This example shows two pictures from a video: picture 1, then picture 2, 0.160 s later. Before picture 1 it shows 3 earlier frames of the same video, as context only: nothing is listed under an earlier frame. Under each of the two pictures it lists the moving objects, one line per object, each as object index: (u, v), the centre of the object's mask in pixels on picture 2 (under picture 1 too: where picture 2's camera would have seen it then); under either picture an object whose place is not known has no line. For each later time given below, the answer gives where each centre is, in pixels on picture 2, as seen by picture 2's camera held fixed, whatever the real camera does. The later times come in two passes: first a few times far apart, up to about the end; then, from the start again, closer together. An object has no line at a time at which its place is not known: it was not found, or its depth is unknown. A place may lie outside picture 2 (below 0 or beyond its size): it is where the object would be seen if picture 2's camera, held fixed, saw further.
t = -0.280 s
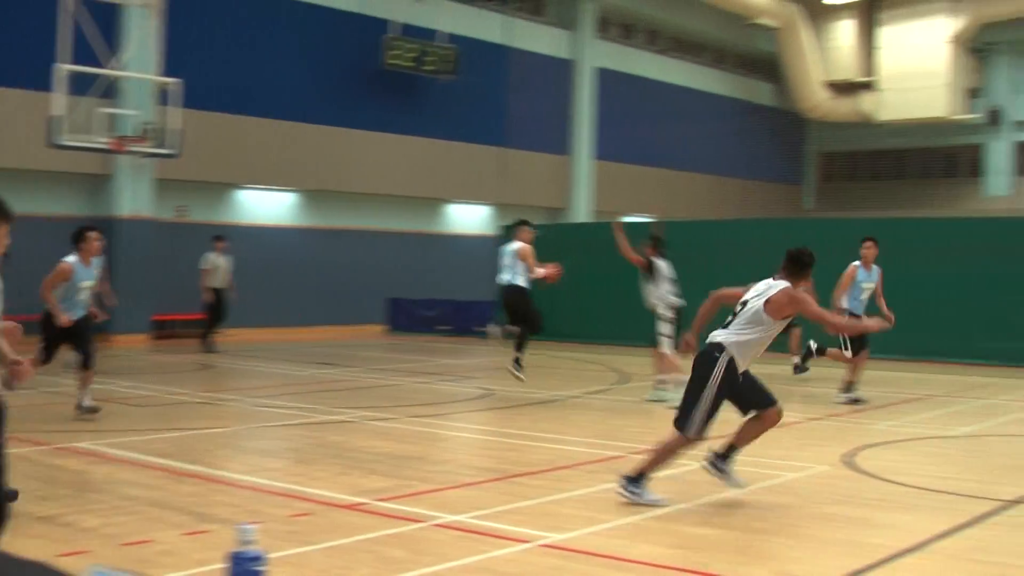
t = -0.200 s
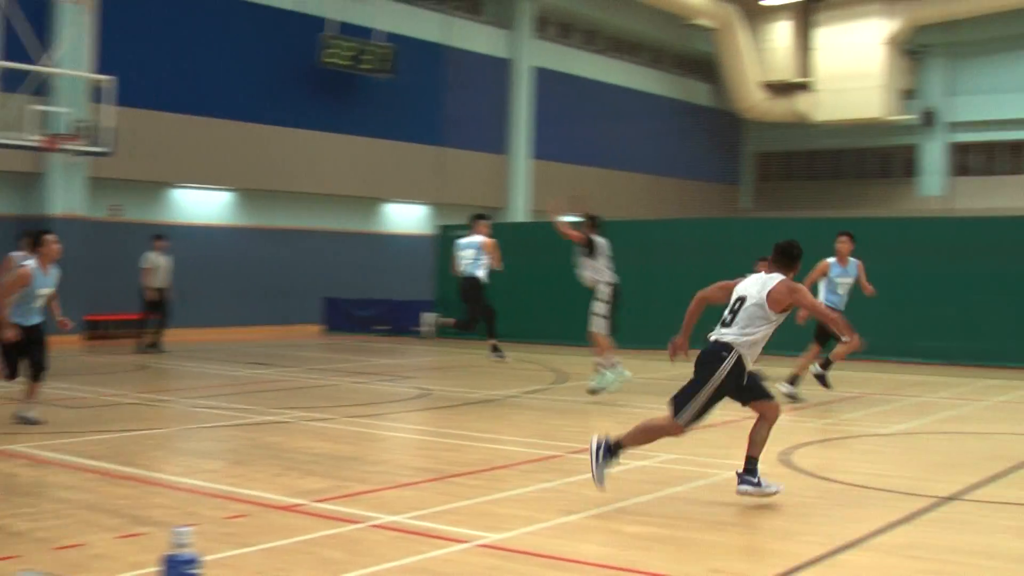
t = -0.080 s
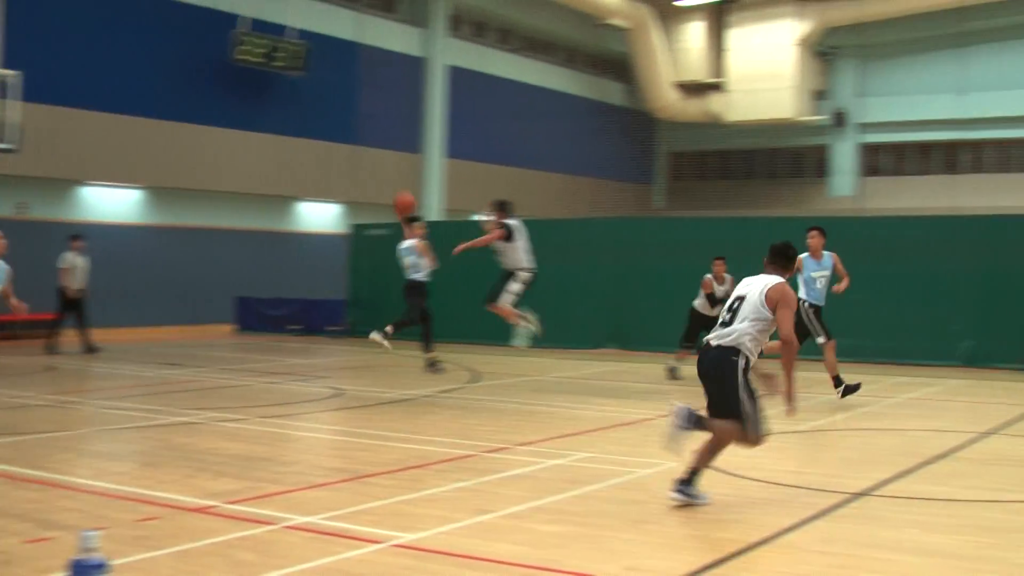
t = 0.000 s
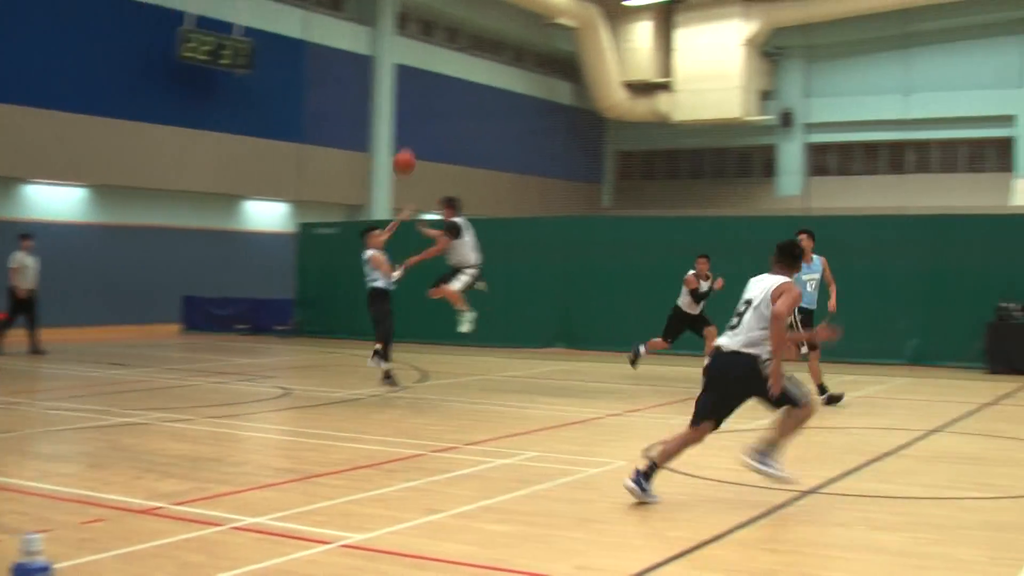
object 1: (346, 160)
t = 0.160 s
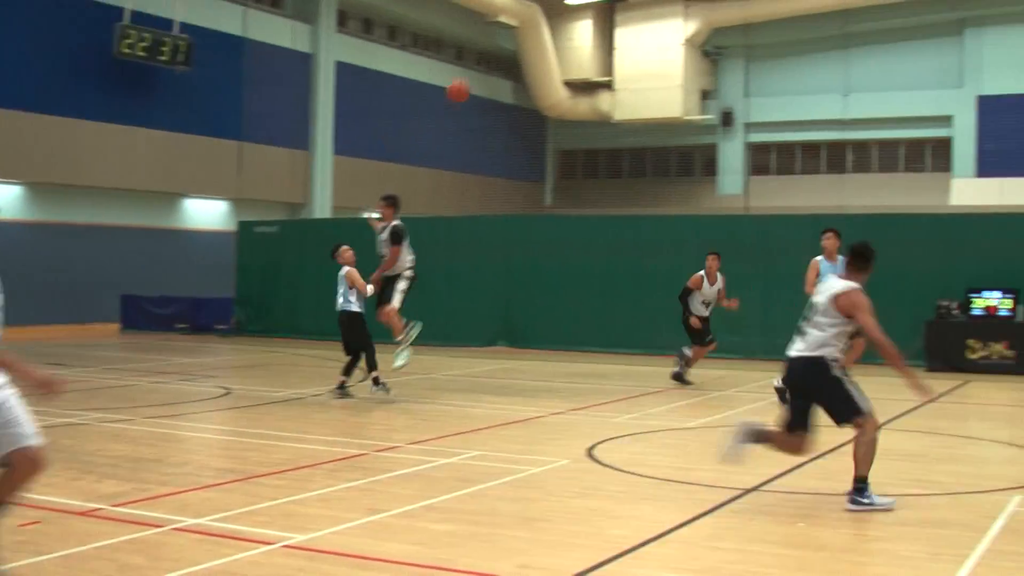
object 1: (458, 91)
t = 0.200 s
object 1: (487, 77)
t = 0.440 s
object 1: (659, 21)
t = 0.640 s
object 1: (807, 10)
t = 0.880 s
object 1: (993, 39)
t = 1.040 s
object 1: (1124, 90)
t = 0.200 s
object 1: (487, 77)
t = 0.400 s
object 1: (630, 27)
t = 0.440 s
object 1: (659, 21)
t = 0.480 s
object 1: (688, 16)
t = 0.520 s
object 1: (717, 13)
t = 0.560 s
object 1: (747, 11)
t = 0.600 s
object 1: (777, 10)
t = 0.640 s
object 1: (807, 10)
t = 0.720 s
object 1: (867, 14)
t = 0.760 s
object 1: (899, 18)
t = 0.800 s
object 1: (930, 23)
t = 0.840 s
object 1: (961, 31)
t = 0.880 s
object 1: (993, 39)
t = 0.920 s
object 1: (1026, 49)
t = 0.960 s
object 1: (1058, 59)
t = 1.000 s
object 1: (1091, 75)
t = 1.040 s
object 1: (1124, 90)
